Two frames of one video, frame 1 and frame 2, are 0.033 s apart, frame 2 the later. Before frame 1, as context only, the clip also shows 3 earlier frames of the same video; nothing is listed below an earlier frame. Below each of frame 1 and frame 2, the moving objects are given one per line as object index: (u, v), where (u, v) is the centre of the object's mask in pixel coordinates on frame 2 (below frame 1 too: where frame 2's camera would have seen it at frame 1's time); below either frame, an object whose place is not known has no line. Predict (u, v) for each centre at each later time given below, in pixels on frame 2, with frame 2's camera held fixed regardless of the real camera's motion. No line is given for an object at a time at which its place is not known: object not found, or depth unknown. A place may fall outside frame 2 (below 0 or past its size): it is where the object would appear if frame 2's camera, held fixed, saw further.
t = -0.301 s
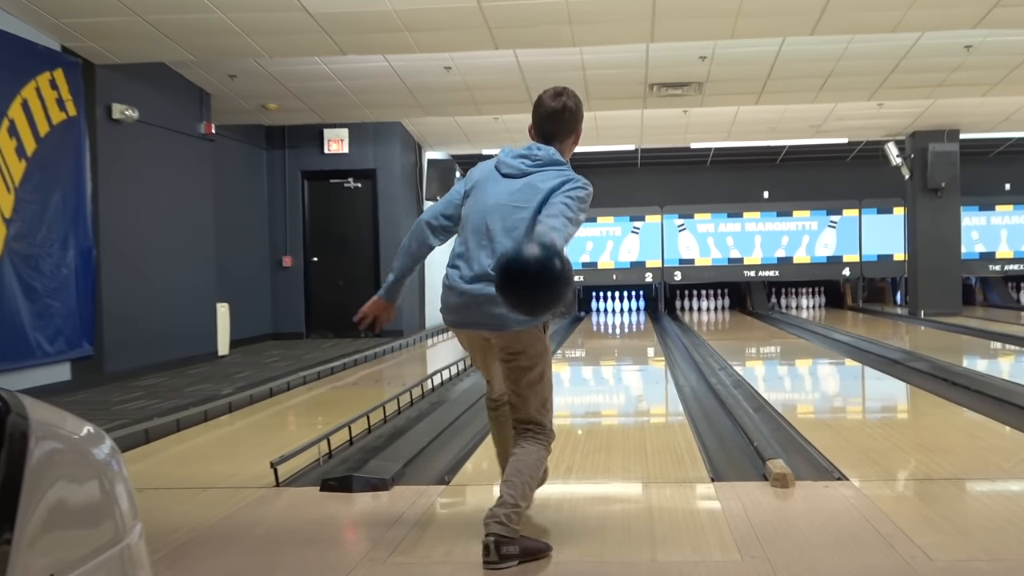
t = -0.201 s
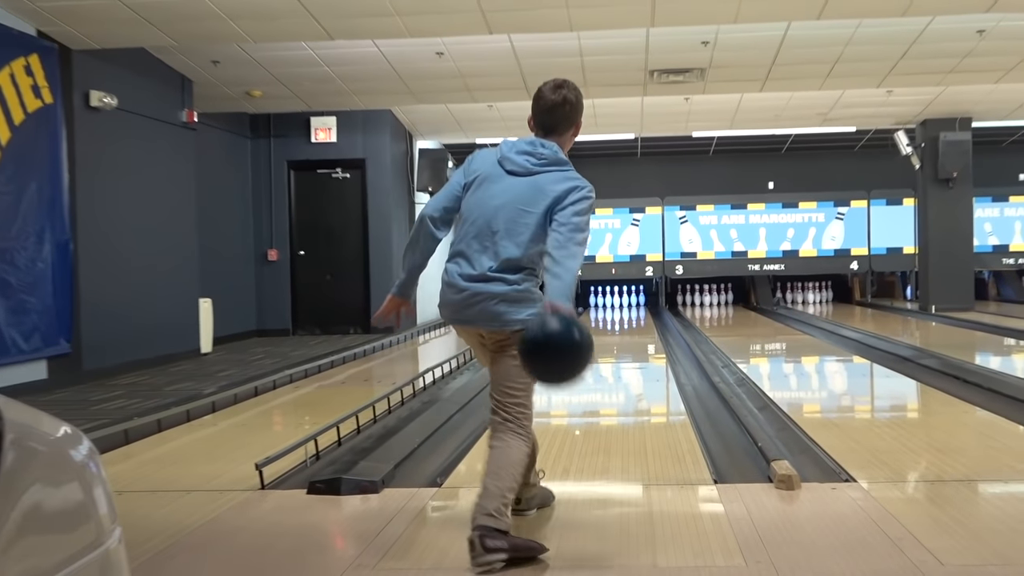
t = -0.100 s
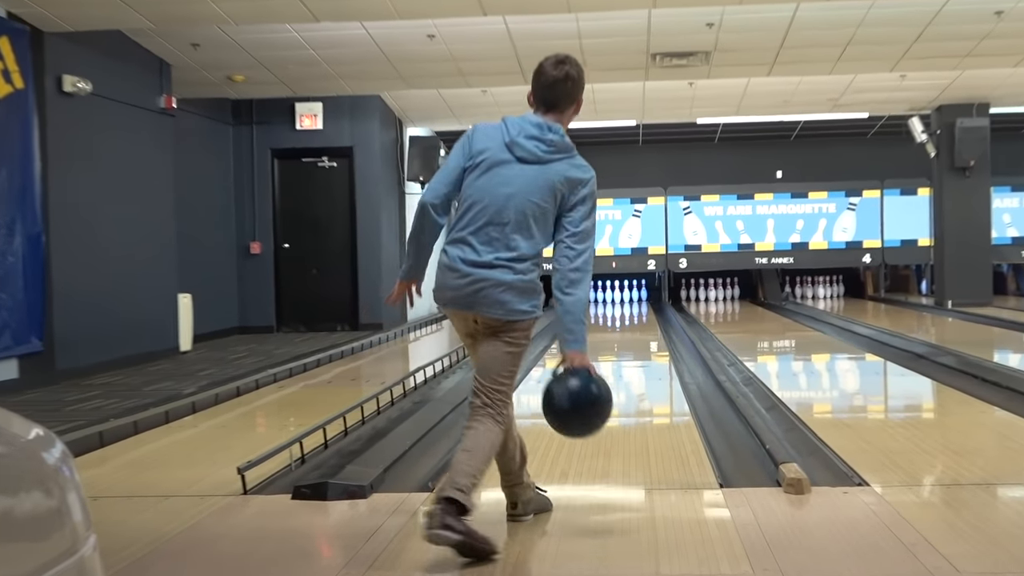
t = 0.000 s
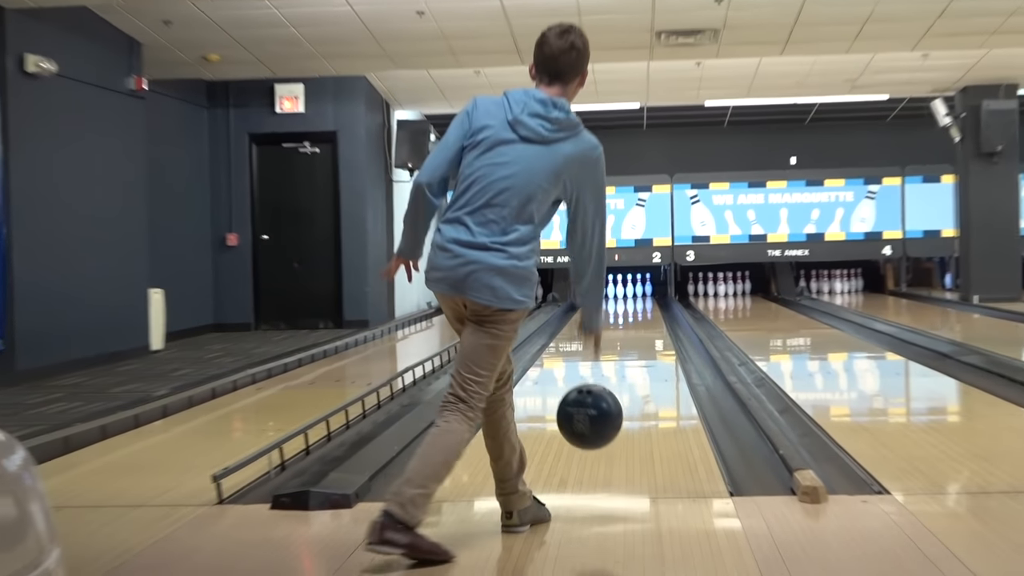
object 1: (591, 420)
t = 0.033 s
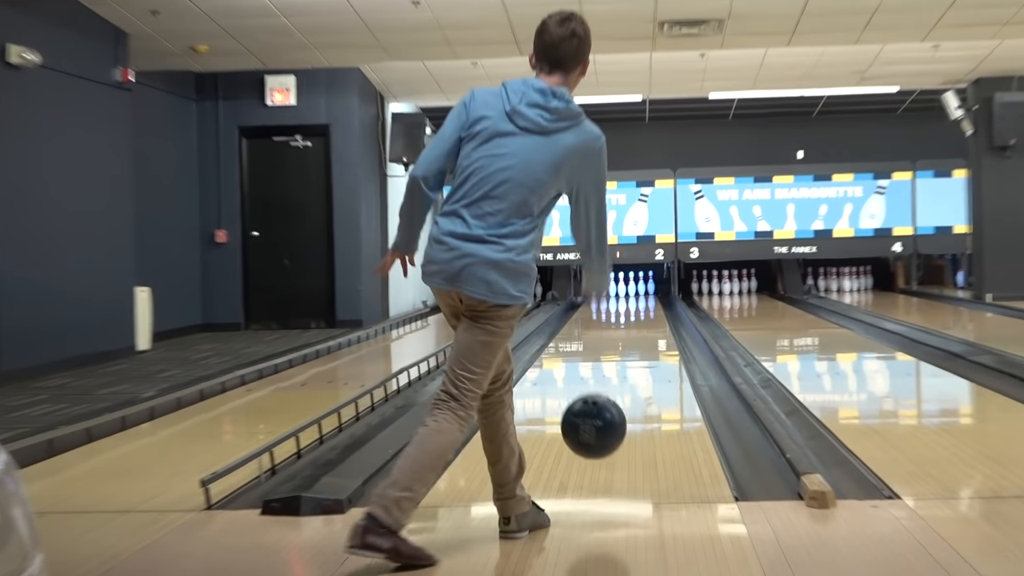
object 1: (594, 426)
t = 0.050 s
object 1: (595, 430)
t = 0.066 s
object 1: (596, 435)
